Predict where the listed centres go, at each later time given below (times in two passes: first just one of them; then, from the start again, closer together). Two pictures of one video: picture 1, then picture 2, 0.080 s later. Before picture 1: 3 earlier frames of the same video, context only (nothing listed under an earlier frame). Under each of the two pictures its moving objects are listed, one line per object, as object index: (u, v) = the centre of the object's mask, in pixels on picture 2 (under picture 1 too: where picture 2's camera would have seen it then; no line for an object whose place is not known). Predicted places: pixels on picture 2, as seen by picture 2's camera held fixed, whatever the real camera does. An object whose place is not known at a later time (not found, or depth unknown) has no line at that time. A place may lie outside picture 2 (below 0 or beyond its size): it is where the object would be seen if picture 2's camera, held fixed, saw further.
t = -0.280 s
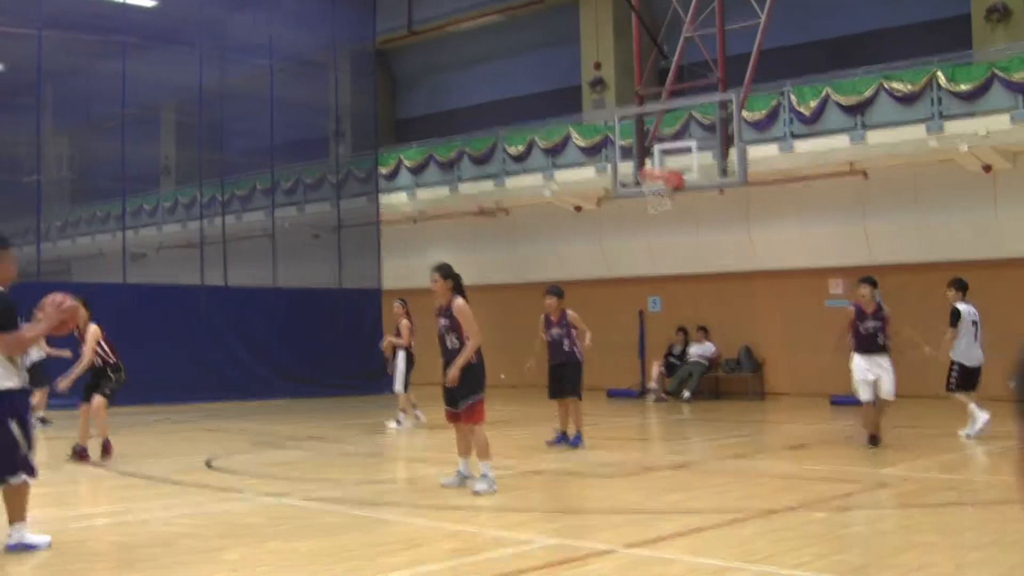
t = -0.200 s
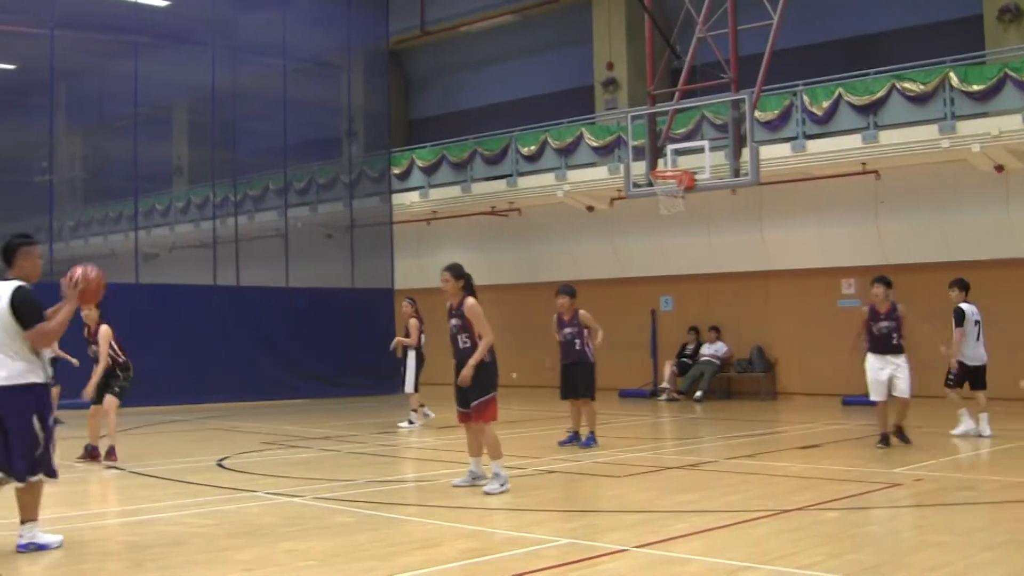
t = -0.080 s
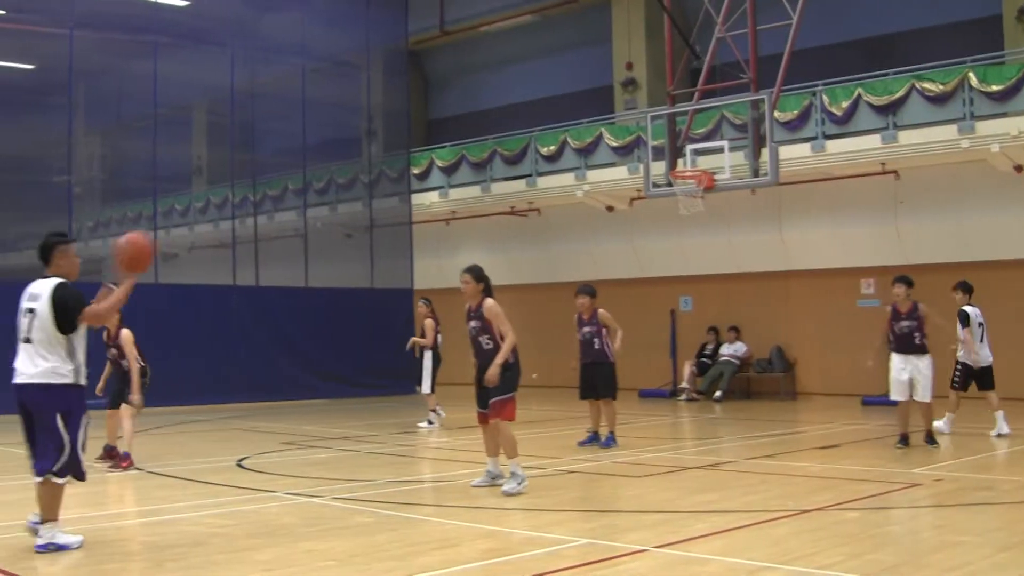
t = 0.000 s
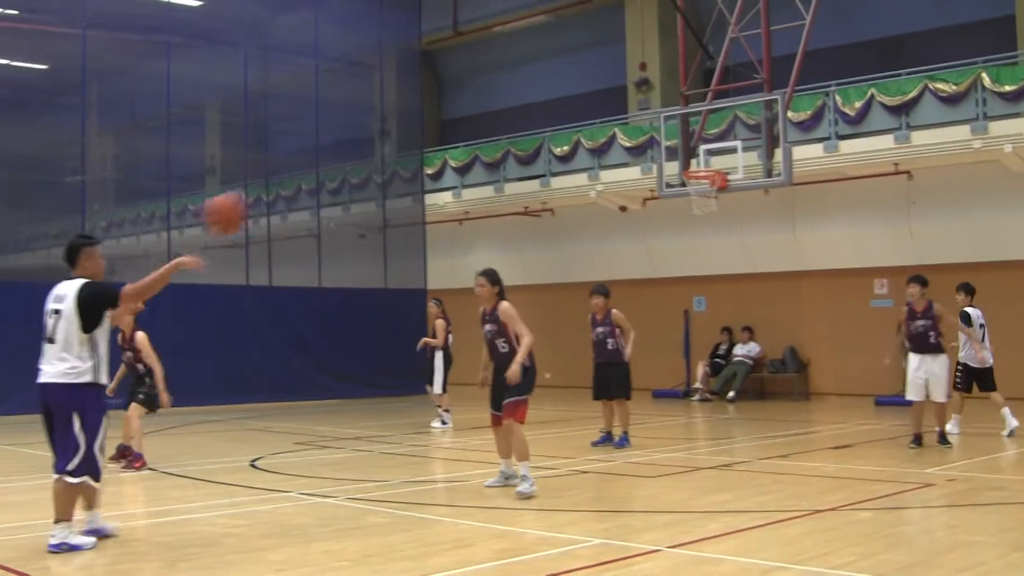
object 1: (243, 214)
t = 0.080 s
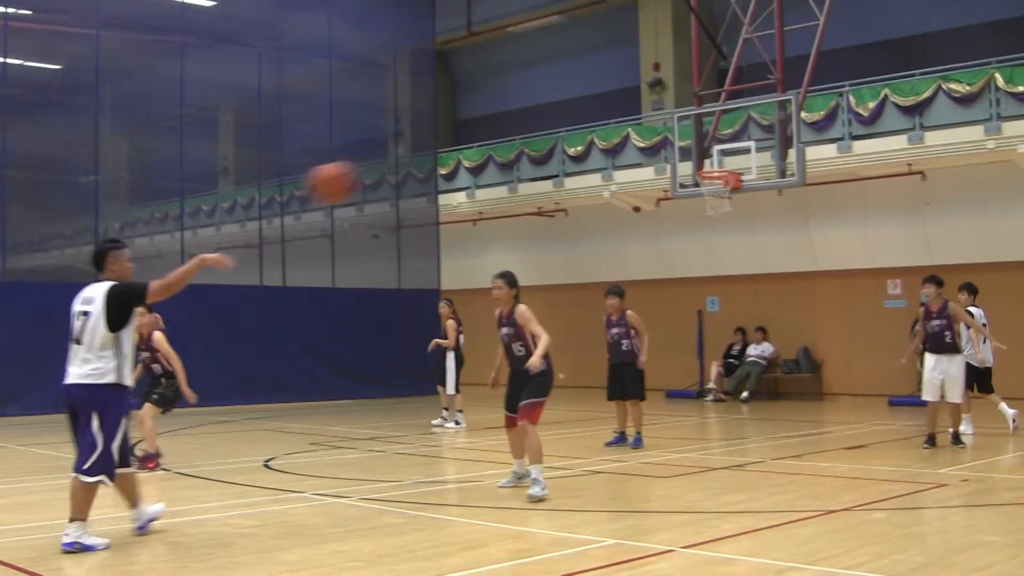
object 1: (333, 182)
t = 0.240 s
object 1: (525, 156)
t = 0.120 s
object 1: (381, 171)
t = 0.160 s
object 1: (428, 163)
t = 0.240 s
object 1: (525, 156)
